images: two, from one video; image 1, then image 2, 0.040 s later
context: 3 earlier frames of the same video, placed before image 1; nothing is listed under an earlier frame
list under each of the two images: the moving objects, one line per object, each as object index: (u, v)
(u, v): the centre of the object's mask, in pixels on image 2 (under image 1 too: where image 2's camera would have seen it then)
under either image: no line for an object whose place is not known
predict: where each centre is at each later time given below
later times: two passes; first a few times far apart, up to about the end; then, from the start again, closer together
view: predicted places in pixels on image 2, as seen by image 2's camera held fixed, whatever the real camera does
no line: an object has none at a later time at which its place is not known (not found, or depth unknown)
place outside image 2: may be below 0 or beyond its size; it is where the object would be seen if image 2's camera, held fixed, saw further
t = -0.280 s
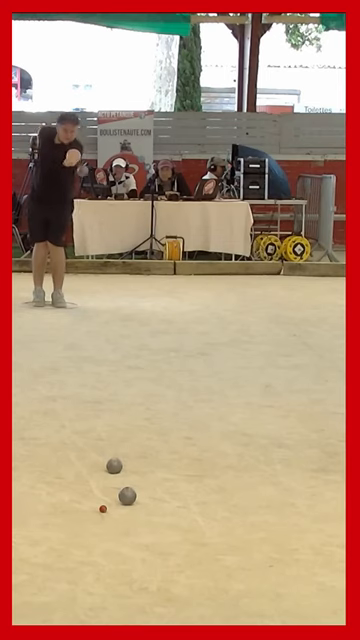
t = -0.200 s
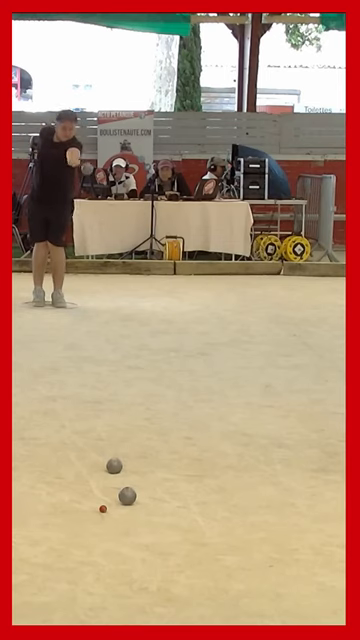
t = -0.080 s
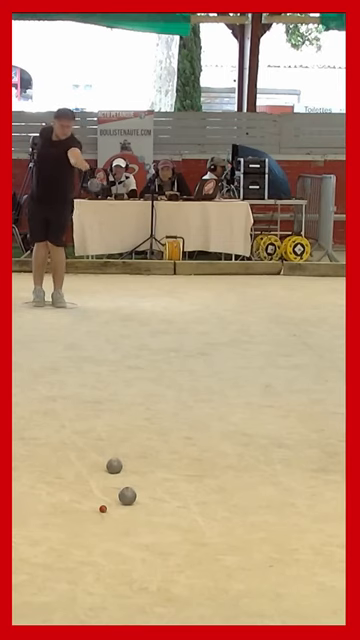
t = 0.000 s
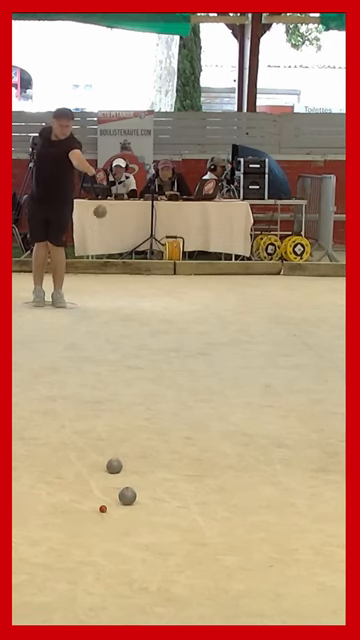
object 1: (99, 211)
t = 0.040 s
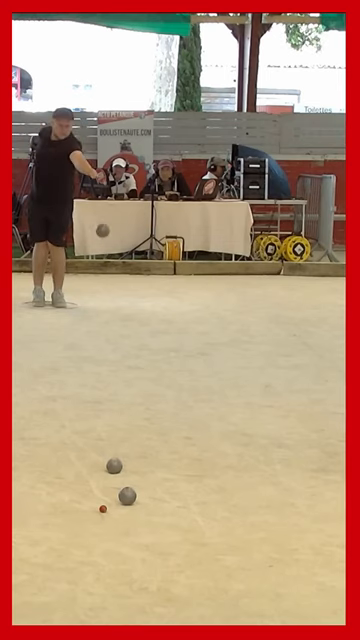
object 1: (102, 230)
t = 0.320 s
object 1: (120, 490)
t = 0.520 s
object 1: (122, 495)
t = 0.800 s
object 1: (117, 498)
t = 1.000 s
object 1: (115, 499)
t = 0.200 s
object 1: (112, 355)
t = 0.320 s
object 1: (120, 490)
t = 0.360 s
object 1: (125, 488)
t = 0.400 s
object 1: (125, 490)
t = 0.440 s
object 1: (121, 494)
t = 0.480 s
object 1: (121, 494)
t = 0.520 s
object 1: (122, 495)
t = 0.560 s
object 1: (121, 496)
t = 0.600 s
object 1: (121, 496)
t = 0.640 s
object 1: (120, 497)
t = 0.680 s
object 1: (119, 497)
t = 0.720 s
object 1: (118, 497)
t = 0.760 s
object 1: (118, 498)
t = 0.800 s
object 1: (117, 498)
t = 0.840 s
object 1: (117, 498)
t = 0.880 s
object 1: (116, 498)
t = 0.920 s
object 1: (116, 498)
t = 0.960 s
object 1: (116, 498)
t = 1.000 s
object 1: (115, 499)
